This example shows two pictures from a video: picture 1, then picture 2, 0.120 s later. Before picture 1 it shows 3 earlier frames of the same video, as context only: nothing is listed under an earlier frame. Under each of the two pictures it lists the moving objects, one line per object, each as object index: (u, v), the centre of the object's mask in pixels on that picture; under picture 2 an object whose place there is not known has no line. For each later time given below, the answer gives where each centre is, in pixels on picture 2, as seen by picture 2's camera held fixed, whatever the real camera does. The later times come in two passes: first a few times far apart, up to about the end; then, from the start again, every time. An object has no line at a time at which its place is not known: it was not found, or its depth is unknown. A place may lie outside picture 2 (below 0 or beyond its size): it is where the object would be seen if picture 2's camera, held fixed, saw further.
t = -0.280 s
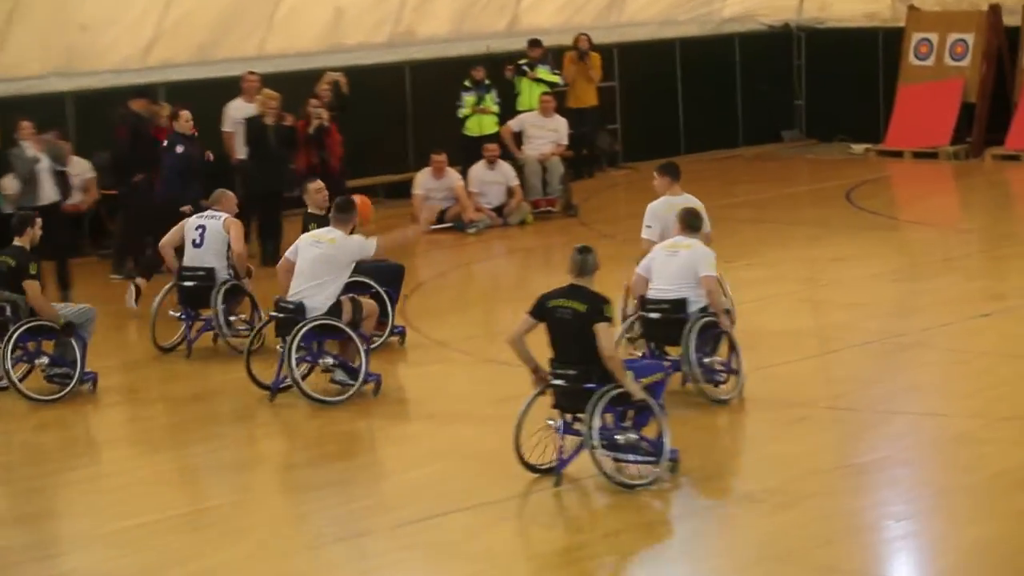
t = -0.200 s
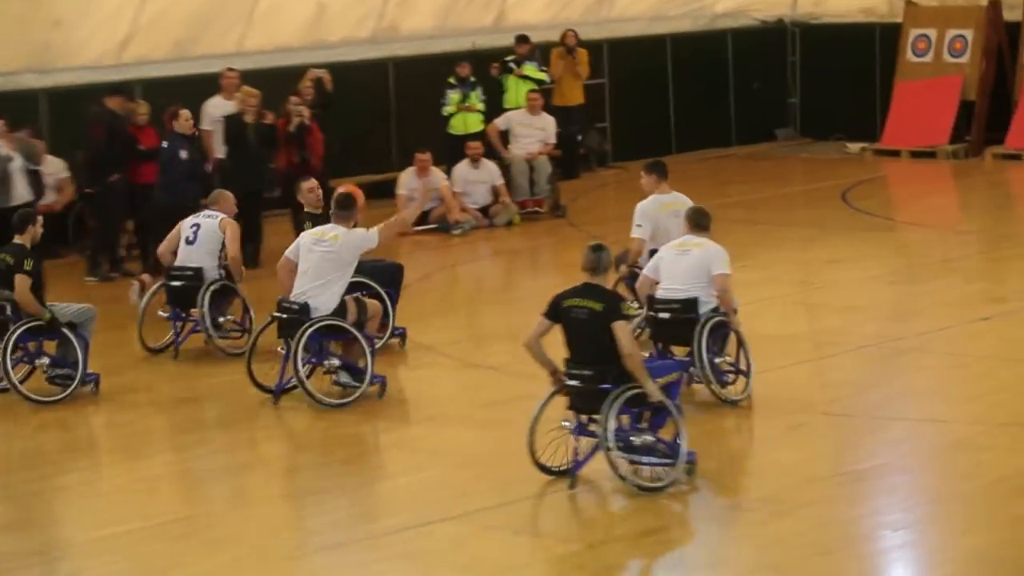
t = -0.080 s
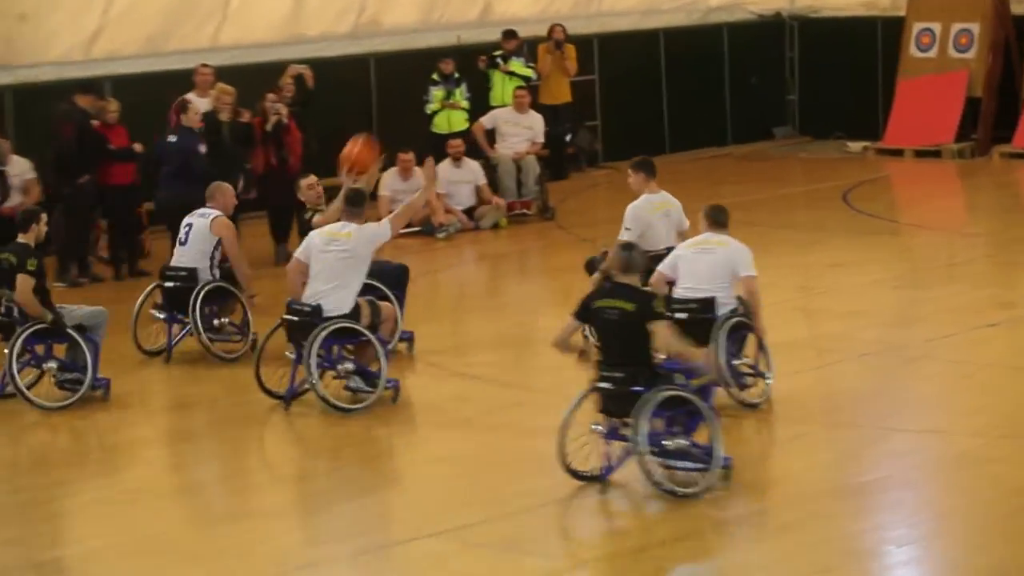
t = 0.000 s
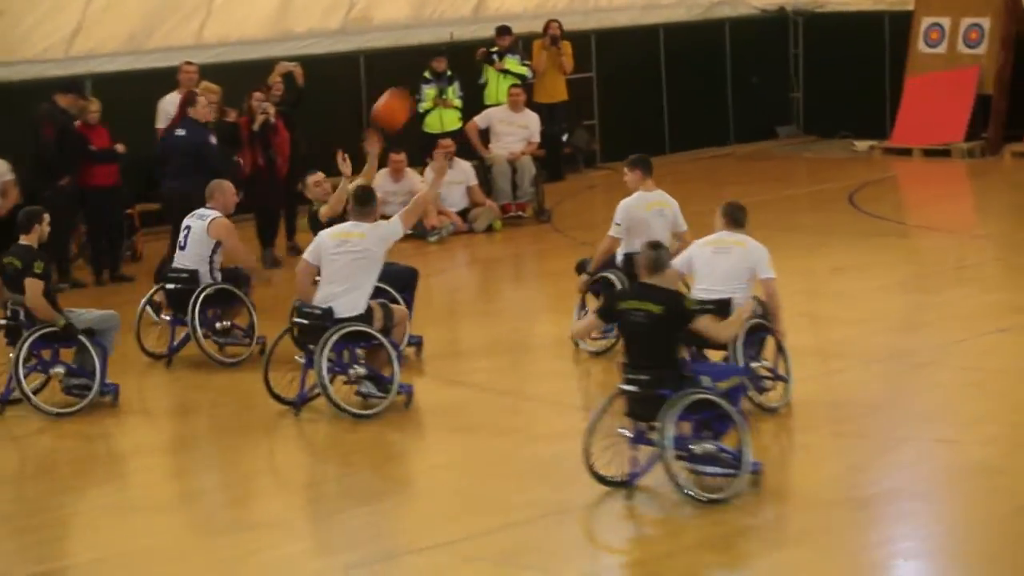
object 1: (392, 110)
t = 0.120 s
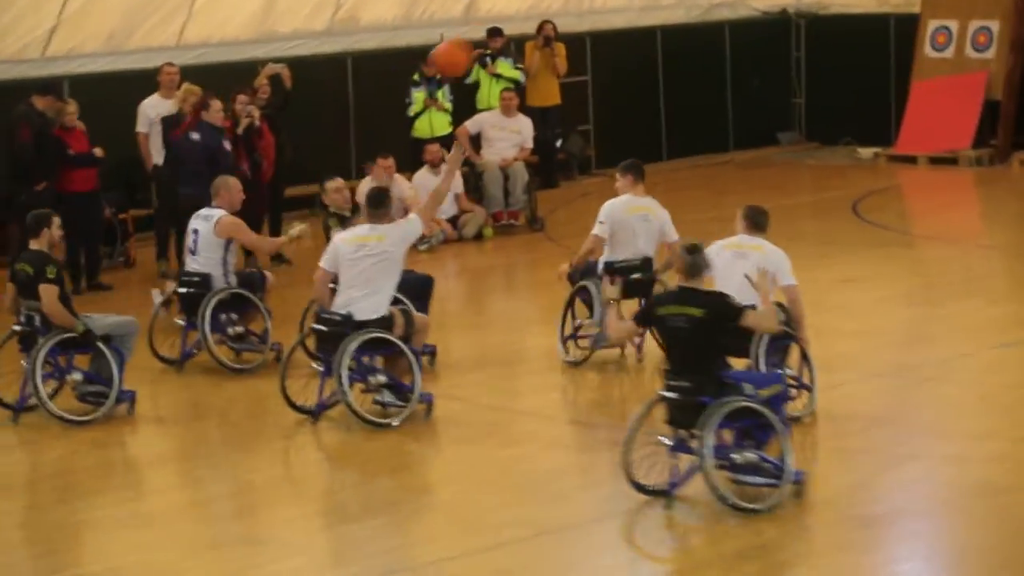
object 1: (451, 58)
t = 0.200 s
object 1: (501, 34)
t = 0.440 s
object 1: (660, 16)
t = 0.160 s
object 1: (473, 46)
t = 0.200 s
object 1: (501, 34)
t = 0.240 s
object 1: (524, 22)
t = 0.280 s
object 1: (552, 17)
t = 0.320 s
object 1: (578, 13)
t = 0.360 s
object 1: (605, 11)
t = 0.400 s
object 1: (632, 12)
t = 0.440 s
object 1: (660, 16)
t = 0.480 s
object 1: (687, 24)
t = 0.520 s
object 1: (715, 33)
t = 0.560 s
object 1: (743, 44)
